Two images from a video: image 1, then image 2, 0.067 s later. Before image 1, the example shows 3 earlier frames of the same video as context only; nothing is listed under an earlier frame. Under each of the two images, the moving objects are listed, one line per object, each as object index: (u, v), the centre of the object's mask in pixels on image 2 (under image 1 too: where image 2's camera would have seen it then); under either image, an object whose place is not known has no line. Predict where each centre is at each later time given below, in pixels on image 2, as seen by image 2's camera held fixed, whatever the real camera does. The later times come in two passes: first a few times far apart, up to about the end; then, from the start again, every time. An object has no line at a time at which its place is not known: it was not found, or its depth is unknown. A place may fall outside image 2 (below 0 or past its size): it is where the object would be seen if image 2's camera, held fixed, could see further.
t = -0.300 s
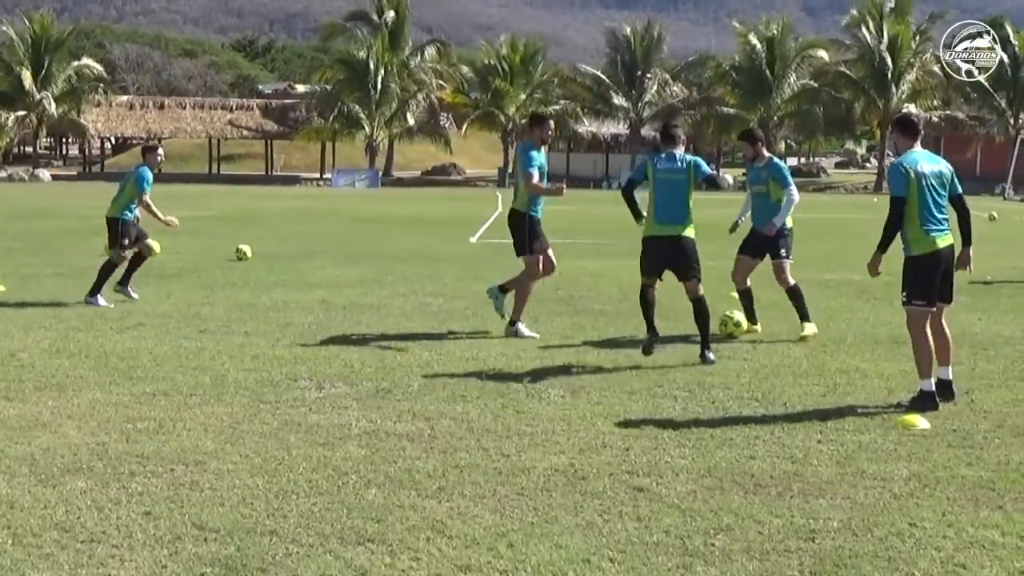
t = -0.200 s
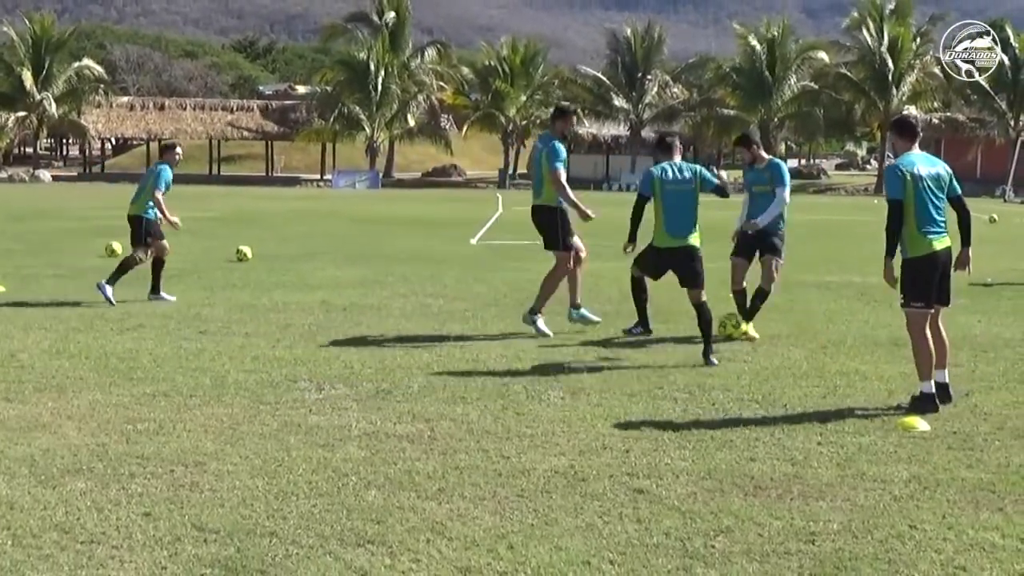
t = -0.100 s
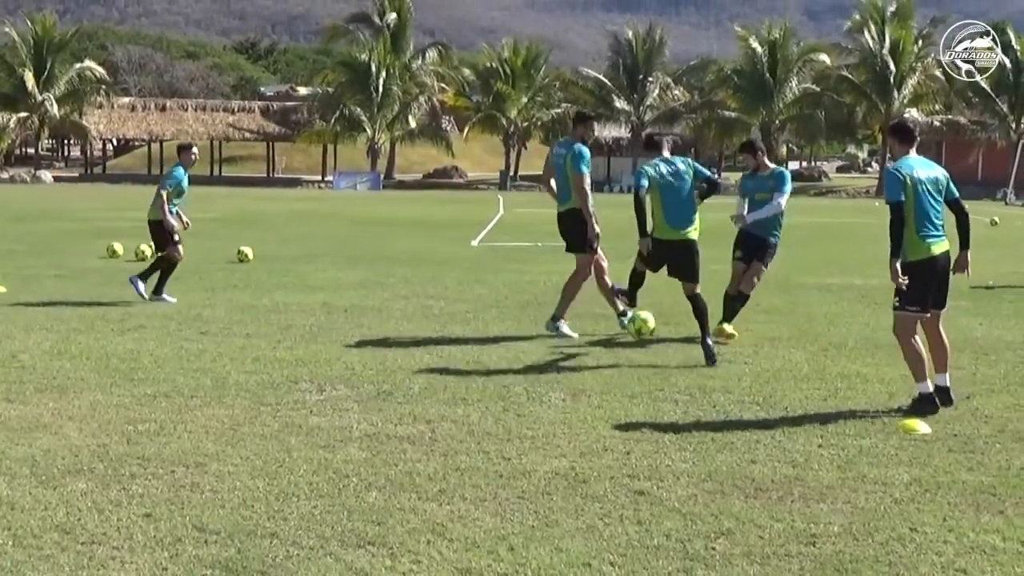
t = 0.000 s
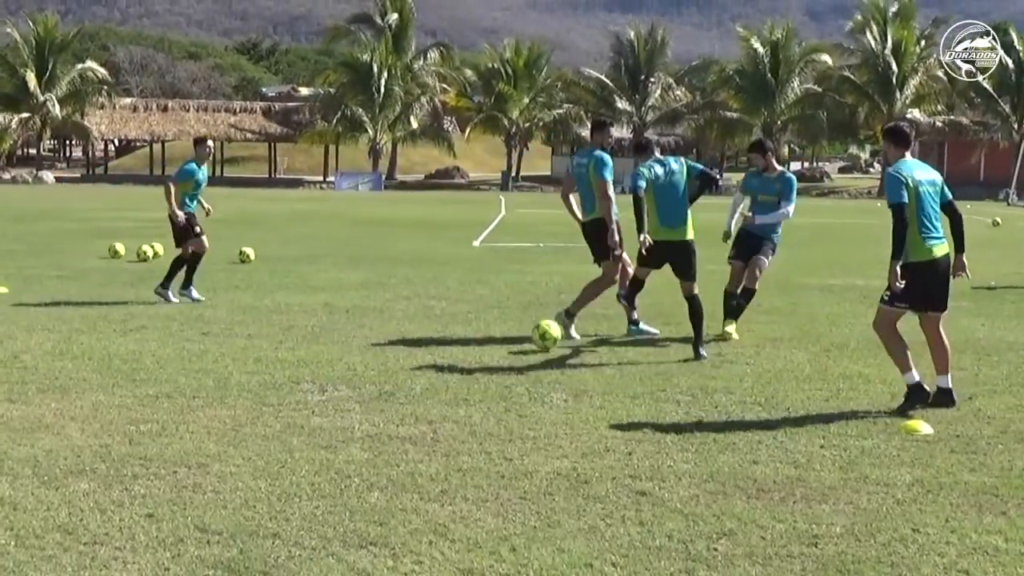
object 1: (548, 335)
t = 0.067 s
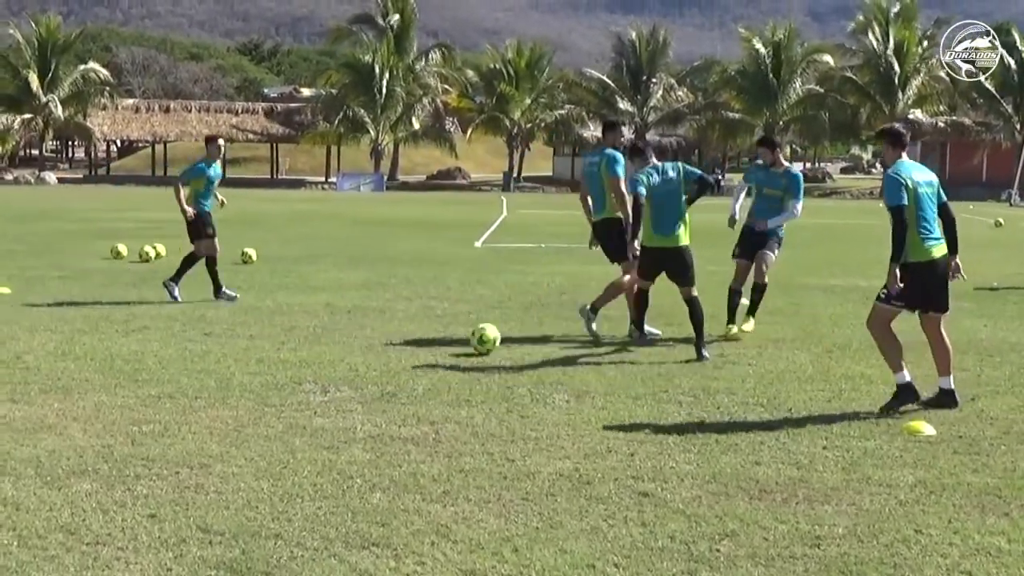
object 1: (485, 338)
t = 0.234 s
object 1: (334, 345)
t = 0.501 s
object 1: (120, 342)
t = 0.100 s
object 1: (454, 340)
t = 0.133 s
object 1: (423, 341)
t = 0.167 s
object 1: (392, 343)
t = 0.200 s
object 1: (362, 345)
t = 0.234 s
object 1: (334, 345)
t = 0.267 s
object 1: (305, 344)
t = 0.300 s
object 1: (276, 345)
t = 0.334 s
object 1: (247, 347)
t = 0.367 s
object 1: (220, 346)
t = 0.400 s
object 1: (195, 343)
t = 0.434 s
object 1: (170, 341)
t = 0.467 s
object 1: (145, 341)
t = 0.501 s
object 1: (120, 342)
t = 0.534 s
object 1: (94, 346)
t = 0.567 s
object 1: (67, 350)
